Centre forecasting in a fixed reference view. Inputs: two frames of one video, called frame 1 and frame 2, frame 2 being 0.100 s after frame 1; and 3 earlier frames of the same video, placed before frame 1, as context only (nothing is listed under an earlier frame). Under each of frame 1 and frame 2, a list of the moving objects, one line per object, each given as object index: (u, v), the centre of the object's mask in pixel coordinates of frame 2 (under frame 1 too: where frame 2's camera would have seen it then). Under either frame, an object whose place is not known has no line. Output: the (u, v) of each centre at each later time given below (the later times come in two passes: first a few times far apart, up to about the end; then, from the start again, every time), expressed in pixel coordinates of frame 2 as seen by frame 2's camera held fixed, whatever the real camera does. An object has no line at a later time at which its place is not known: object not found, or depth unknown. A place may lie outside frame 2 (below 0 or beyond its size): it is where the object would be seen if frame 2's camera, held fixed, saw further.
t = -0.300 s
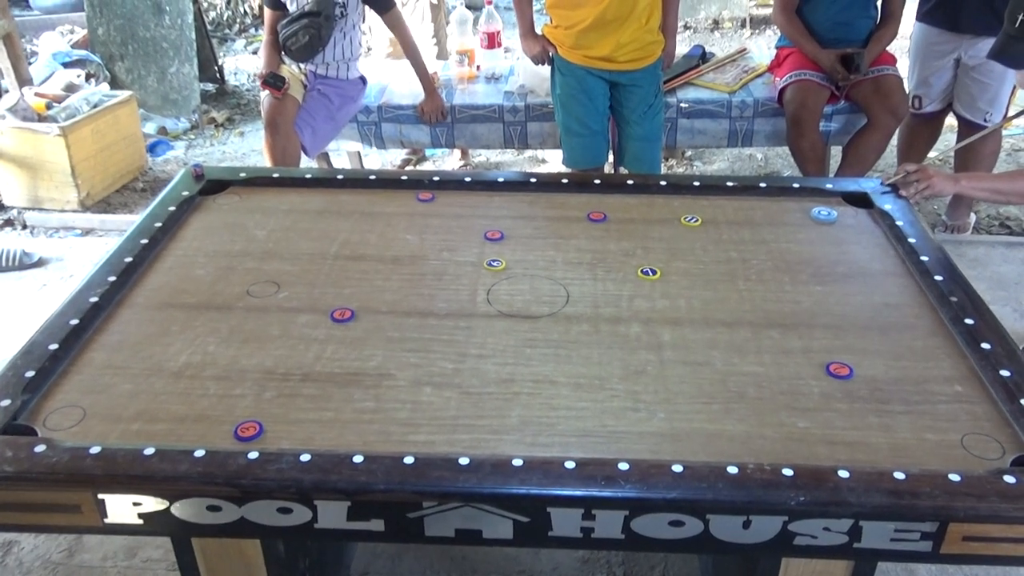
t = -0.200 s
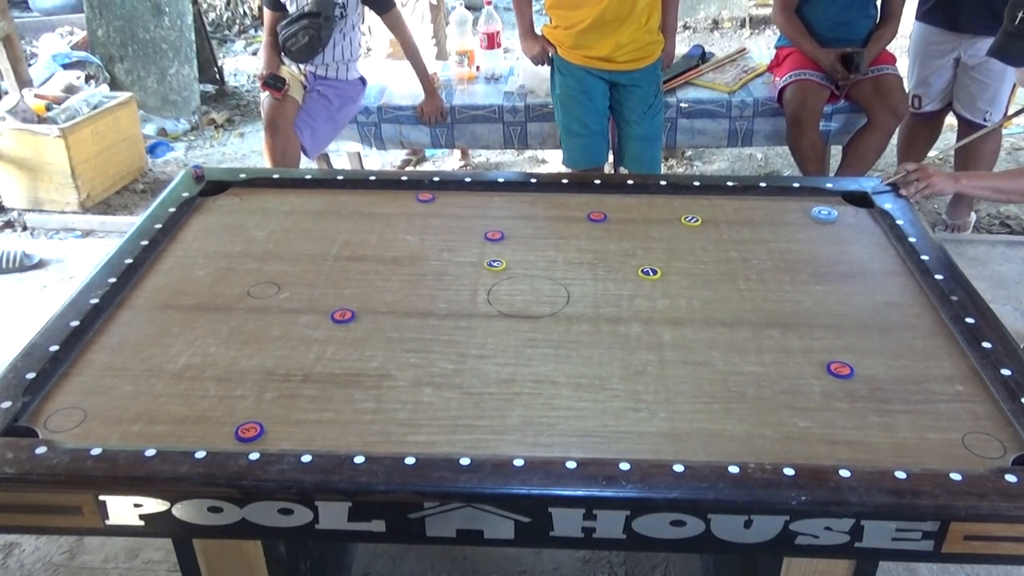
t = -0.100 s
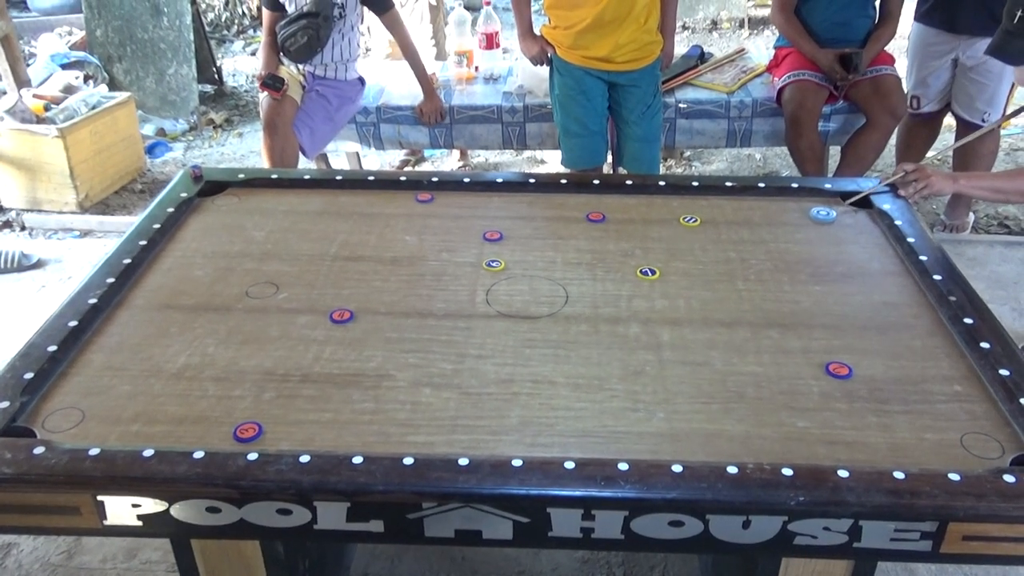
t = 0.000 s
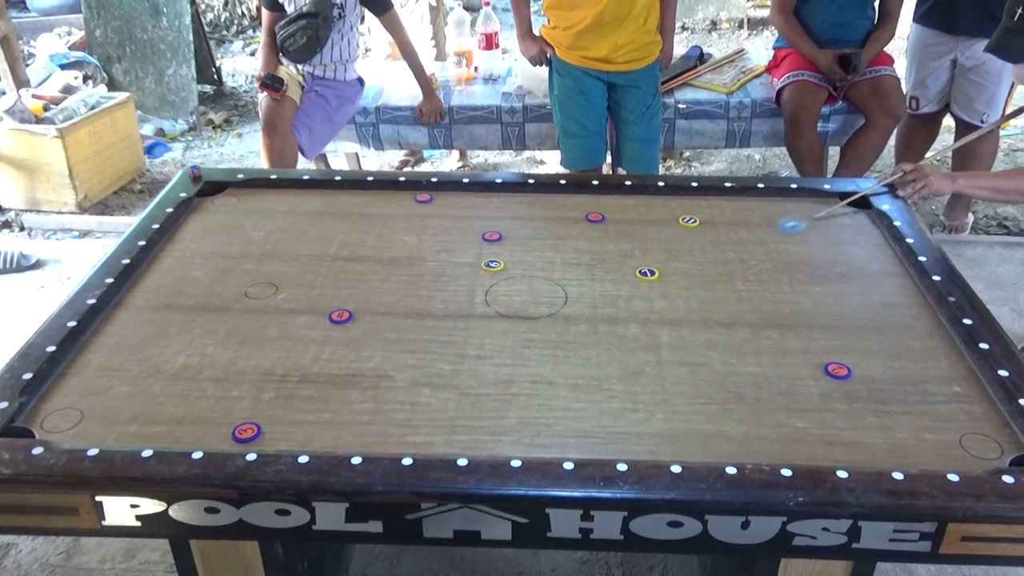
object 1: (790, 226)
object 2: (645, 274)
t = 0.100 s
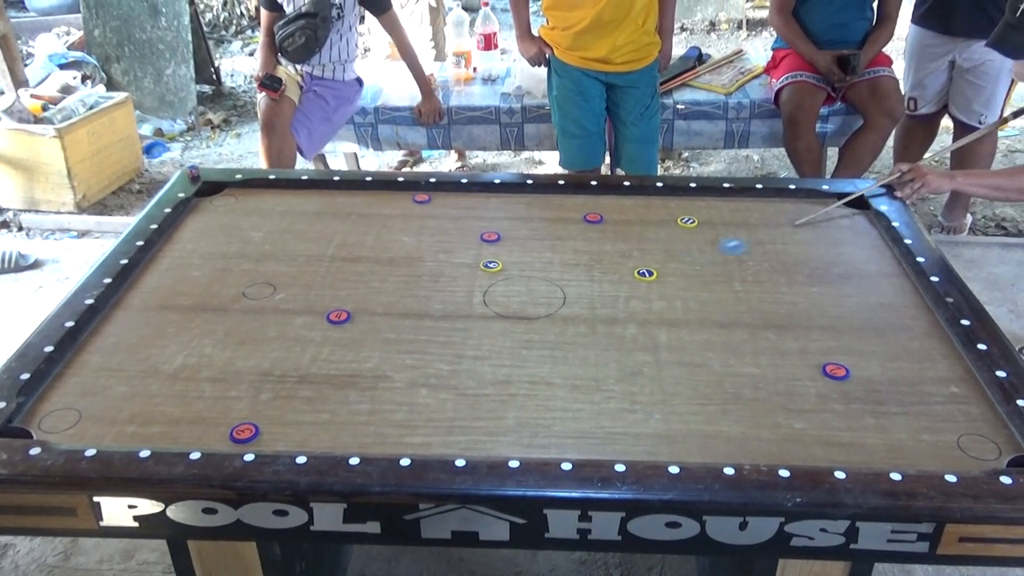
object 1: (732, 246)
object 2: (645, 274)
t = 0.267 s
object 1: (650, 274)
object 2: (597, 290)
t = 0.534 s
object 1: (573, 299)
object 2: (322, 371)
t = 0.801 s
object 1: (509, 318)
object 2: (41, 420)
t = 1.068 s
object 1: (465, 328)
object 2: (206, 380)
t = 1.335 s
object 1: (444, 332)
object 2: (346, 353)
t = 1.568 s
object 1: (451, 329)
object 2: (411, 345)
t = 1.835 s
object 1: (473, 322)
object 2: (411, 349)
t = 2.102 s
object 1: (474, 322)
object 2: (411, 349)
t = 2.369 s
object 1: (474, 322)
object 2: (411, 349)
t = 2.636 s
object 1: (475, 322)
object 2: (411, 349)
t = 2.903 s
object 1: (475, 323)
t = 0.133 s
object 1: (714, 252)
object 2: (645, 274)
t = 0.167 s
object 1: (695, 259)
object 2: (645, 274)
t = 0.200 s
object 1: (675, 266)
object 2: (645, 274)
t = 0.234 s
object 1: (660, 270)
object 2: (628, 280)
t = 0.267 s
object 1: (650, 274)
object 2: (597, 290)
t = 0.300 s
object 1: (641, 277)
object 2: (565, 299)
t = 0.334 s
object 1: (630, 281)
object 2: (533, 309)
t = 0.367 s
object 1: (621, 284)
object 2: (501, 318)
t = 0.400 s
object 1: (610, 287)
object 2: (466, 328)
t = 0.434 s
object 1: (601, 291)
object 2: (431, 338)
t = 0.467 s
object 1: (592, 294)
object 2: (397, 349)
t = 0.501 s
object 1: (584, 296)
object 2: (360, 359)
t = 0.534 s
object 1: (573, 299)
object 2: (322, 371)
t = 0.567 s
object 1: (565, 302)
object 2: (285, 381)
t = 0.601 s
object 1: (555, 305)
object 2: (246, 393)
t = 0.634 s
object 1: (548, 307)
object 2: (205, 405)
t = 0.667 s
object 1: (540, 310)
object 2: (166, 416)
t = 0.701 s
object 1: (532, 312)
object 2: (124, 430)
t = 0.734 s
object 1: (524, 314)
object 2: (86, 438)
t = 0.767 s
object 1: (517, 316)
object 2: (60, 429)
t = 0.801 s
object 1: (509, 318)
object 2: (41, 420)
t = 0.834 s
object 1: (503, 319)
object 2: (50, 413)
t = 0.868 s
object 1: (496, 321)
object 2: (74, 408)
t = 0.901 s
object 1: (490, 323)
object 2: (97, 403)
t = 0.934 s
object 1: (484, 324)
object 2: (120, 398)
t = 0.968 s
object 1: (479, 325)
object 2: (142, 394)
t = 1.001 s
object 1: (474, 326)
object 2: (164, 389)
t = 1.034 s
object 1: (469, 327)
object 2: (186, 385)
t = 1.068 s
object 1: (465, 328)
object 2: (206, 380)
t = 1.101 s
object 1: (460, 329)
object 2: (226, 376)
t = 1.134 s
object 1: (457, 330)
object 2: (243, 373)
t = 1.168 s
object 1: (454, 331)
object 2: (261, 369)
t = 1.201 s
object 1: (452, 330)
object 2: (279, 366)
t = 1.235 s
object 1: (449, 331)
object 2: (297, 362)
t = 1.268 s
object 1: (447, 331)
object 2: (313, 360)
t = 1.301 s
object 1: (446, 331)
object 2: (329, 356)
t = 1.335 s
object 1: (444, 332)
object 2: (346, 353)
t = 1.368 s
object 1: (443, 332)
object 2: (360, 350)
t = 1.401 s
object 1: (442, 332)
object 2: (374, 347)
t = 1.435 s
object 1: (442, 332)
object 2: (388, 345)
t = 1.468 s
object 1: (442, 332)
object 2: (402, 343)
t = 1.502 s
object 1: (442, 332)
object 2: (415, 340)
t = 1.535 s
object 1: (447, 331)
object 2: (413, 343)
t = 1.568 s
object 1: (451, 329)
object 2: (411, 345)
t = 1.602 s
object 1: (456, 327)
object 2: (409, 347)
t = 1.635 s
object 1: (460, 326)
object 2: (408, 348)
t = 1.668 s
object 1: (462, 325)
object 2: (408, 349)
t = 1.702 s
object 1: (465, 324)
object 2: (409, 349)
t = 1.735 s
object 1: (467, 324)
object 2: (410, 349)
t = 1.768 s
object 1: (470, 323)
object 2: (410, 349)
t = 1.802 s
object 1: (472, 323)
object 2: (411, 349)
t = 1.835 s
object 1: (473, 322)
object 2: (411, 349)
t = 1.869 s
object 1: (474, 322)
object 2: (411, 349)
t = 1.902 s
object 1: (474, 322)
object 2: (411, 349)
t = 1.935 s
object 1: (474, 322)
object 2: (411, 349)
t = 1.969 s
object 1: (474, 322)
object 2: (411, 349)
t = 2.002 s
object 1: (474, 322)
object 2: (411, 349)
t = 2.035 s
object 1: (474, 322)
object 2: (411, 349)
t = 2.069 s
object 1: (474, 322)
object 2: (411, 349)
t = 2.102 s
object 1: (474, 322)
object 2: (411, 349)
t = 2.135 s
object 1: (474, 322)
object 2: (411, 349)
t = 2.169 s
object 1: (474, 322)
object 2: (411, 349)
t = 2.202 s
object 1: (474, 322)
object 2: (411, 349)
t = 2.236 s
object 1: (474, 322)
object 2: (411, 349)
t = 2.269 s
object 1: (474, 322)
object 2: (411, 349)
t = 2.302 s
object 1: (474, 322)
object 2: (411, 349)
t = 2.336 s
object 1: (474, 322)
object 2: (411, 349)
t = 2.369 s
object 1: (474, 322)
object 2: (411, 349)
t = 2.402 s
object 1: (474, 322)
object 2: (411, 349)
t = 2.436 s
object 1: (474, 322)
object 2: (411, 349)
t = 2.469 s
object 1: (474, 322)
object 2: (411, 349)
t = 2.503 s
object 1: (474, 322)
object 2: (411, 349)
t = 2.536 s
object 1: (474, 322)
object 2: (411, 349)
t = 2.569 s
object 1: (475, 322)
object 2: (411, 349)
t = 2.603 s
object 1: (474, 322)
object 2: (411, 349)
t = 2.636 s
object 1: (475, 322)
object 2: (411, 349)
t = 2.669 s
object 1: (475, 322)
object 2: (411, 349)
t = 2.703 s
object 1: (475, 322)
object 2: (411, 349)
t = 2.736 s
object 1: (475, 323)
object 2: (411, 349)
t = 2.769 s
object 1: (475, 323)
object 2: (411, 349)
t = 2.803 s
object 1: (475, 322)
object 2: (411, 349)
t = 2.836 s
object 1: (475, 322)
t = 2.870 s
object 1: (475, 323)
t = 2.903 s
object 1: (475, 323)
